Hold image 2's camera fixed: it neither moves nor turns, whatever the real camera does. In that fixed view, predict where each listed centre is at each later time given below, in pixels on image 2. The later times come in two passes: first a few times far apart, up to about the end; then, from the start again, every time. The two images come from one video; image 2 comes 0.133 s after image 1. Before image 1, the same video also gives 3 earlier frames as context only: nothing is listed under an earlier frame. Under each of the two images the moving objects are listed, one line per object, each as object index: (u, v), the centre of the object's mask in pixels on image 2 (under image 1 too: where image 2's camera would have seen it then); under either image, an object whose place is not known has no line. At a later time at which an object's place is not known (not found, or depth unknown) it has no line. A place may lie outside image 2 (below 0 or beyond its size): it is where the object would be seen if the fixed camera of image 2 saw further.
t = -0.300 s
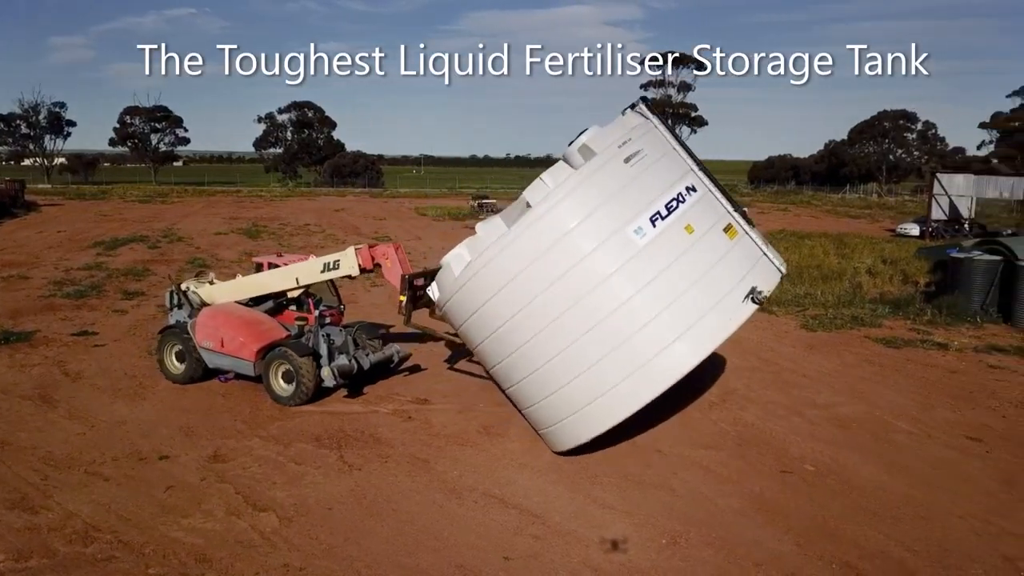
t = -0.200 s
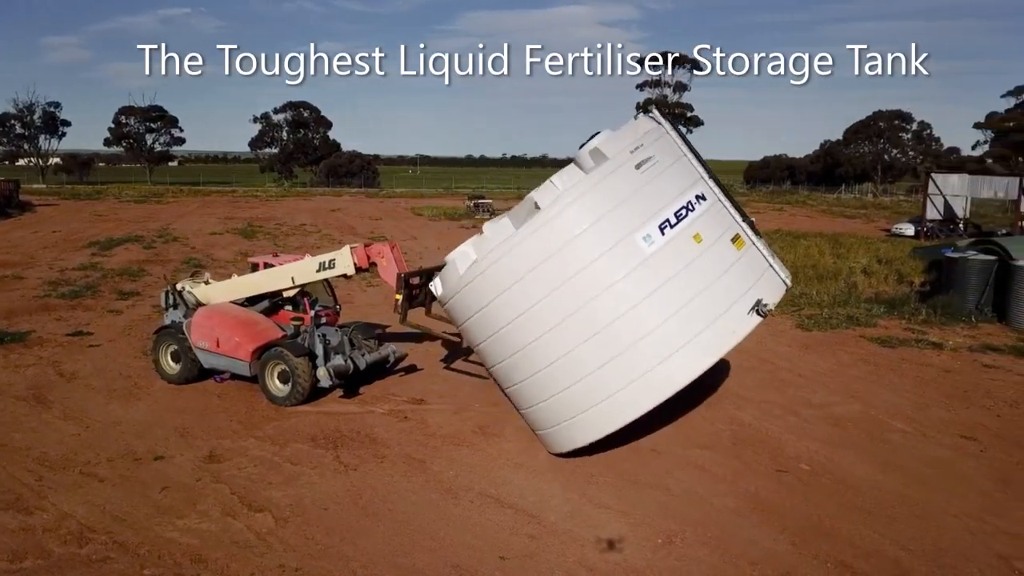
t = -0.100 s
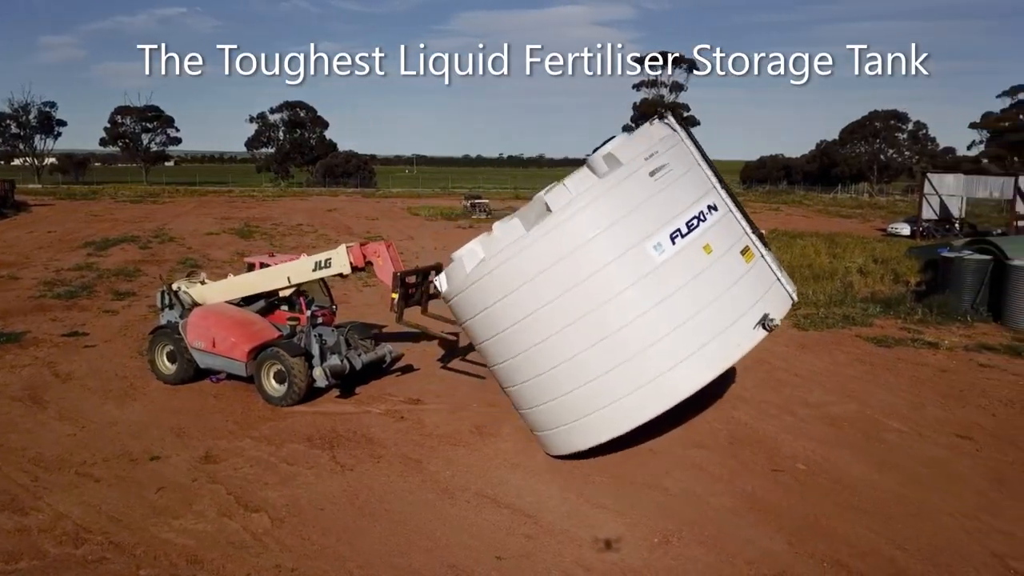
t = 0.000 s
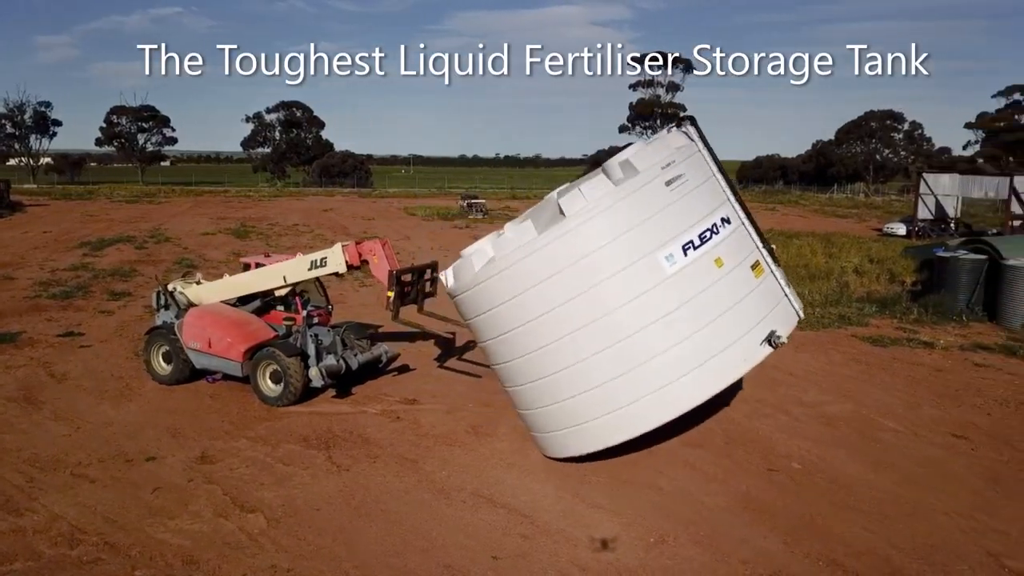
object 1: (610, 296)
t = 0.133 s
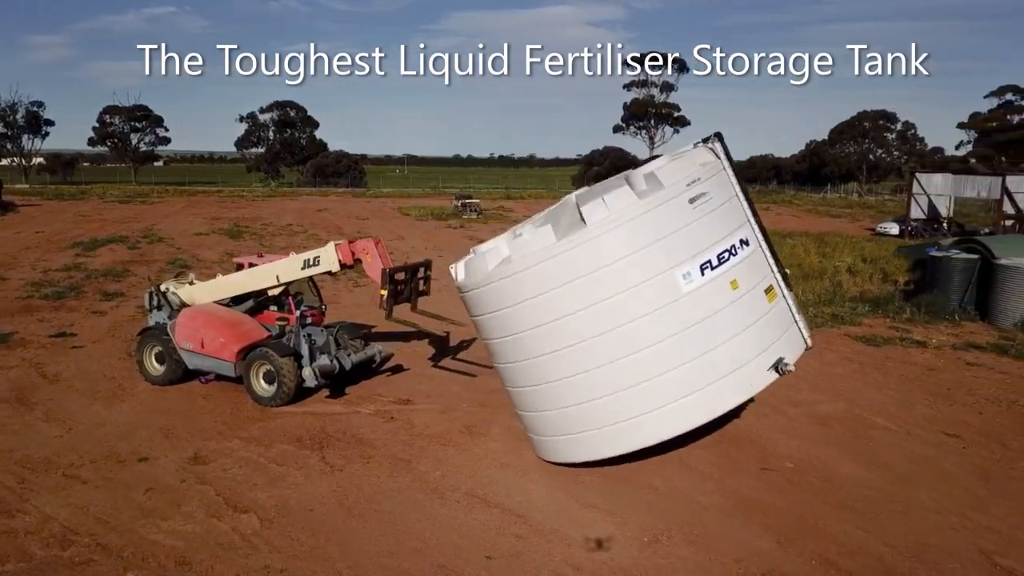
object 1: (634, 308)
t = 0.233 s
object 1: (647, 318)
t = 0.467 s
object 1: (680, 350)
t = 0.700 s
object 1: (713, 355)
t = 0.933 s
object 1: (739, 339)
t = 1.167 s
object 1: (758, 348)
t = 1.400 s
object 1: (772, 365)
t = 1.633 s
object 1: (780, 367)
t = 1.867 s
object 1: (782, 369)
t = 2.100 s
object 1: (782, 369)
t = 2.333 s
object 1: (782, 369)
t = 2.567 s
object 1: (783, 368)
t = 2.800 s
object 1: (783, 368)
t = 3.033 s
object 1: (783, 368)
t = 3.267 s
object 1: (783, 368)
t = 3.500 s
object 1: (783, 368)
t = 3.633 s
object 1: (783, 368)
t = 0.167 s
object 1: (639, 311)
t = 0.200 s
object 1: (643, 314)
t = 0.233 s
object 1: (647, 318)
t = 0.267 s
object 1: (652, 322)
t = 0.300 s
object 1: (656, 326)
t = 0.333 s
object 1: (661, 330)
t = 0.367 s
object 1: (665, 334)
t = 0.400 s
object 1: (670, 339)
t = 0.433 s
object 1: (675, 344)
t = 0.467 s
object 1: (680, 350)
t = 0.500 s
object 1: (685, 355)
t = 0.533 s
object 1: (689, 361)
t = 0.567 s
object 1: (694, 365)
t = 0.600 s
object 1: (699, 365)
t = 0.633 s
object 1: (704, 361)
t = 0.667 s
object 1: (709, 358)
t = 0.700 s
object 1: (713, 355)
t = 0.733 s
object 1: (716, 352)
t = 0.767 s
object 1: (721, 348)
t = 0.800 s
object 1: (725, 345)
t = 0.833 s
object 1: (729, 343)
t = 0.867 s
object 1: (732, 341)
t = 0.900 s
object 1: (735, 339)
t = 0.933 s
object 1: (739, 339)
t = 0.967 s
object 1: (742, 339)
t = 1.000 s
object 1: (745, 339)
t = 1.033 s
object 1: (747, 340)
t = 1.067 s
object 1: (750, 341)
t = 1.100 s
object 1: (752, 343)
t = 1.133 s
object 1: (755, 346)
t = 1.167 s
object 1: (758, 348)
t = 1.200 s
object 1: (760, 352)
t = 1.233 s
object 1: (762, 355)
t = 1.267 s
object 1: (764, 359)
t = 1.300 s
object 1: (766, 362)
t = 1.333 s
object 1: (768, 366)
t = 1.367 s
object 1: (770, 366)
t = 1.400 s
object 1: (772, 365)
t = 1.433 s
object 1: (773, 365)
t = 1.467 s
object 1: (774, 365)
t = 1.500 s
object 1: (775, 365)
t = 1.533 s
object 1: (777, 365)
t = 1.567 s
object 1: (778, 366)
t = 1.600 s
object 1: (779, 367)
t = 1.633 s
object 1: (780, 367)
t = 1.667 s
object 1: (781, 368)
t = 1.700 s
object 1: (781, 368)
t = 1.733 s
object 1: (782, 368)
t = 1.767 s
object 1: (782, 368)
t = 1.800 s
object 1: (782, 368)
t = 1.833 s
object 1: (782, 369)
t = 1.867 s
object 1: (782, 369)
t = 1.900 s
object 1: (782, 369)
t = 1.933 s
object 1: (782, 369)
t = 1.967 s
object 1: (782, 369)
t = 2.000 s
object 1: (782, 369)
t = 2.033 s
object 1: (782, 369)
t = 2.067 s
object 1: (782, 369)
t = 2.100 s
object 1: (782, 369)
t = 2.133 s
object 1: (782, 369)
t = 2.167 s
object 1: (782, 369)
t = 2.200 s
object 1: (782, 369)
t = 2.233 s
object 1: (782, 369)
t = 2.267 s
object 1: (782, 369)
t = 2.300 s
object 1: (782, 369)
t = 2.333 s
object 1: (782, 369)
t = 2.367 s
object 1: (782, 368)
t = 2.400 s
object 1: (783, 368)
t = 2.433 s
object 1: (783, 369)
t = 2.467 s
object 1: (782, 368)
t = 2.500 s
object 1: (783, 368)
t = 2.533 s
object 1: (783, 368)
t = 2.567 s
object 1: (783, 368)
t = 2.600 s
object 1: (783, 368)
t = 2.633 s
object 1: (783, 368)
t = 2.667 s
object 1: (783, 368)
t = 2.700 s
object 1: (783, 368)
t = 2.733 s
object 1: (783, 368)
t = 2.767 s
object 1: (783, 368)
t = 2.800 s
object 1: (783, 368)
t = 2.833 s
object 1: (783, 368)
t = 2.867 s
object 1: (783, 368)
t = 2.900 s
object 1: (783, 368)
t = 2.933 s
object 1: (783, 368)
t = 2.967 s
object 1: (783, 368)
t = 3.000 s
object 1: (783, 368)
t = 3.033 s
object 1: (783, 368)
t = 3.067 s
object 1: (783, 368)
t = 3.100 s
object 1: (783, 368)
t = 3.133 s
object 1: (783, 368)
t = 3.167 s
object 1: (783, 368)
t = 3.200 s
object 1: (783, 368)
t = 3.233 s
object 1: (783, 368)
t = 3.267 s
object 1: (783, 368)
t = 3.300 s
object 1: (783, 368)
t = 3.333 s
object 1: (783, 368)
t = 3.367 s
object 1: (783, 368)
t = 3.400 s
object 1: (783, 368)
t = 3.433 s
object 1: (783, 368)
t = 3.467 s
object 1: (783, 368)
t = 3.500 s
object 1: (783, 368)
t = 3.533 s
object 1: (783, 368)
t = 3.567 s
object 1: (783, 368)
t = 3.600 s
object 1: (783, 368)
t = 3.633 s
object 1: (783, 368)
